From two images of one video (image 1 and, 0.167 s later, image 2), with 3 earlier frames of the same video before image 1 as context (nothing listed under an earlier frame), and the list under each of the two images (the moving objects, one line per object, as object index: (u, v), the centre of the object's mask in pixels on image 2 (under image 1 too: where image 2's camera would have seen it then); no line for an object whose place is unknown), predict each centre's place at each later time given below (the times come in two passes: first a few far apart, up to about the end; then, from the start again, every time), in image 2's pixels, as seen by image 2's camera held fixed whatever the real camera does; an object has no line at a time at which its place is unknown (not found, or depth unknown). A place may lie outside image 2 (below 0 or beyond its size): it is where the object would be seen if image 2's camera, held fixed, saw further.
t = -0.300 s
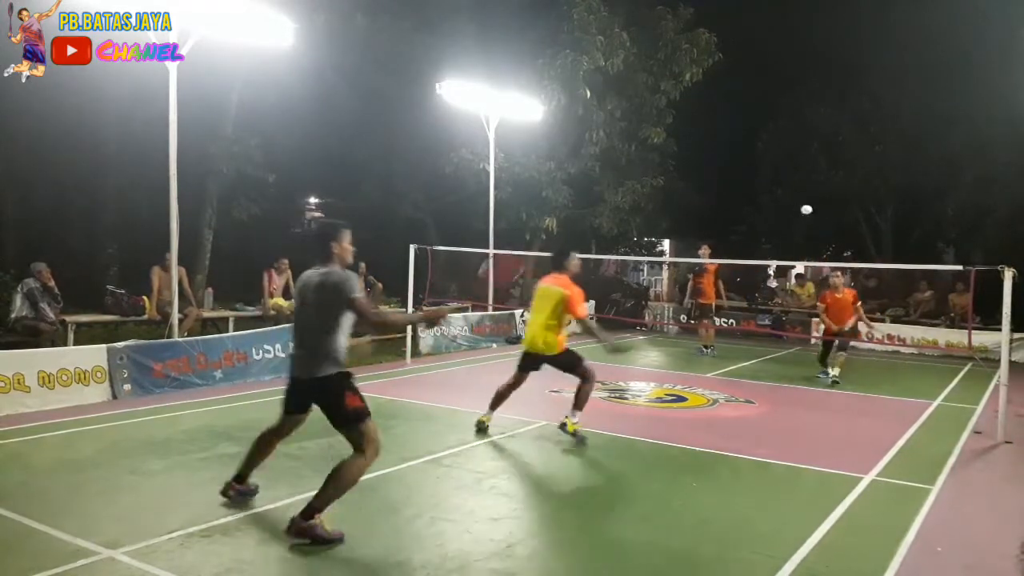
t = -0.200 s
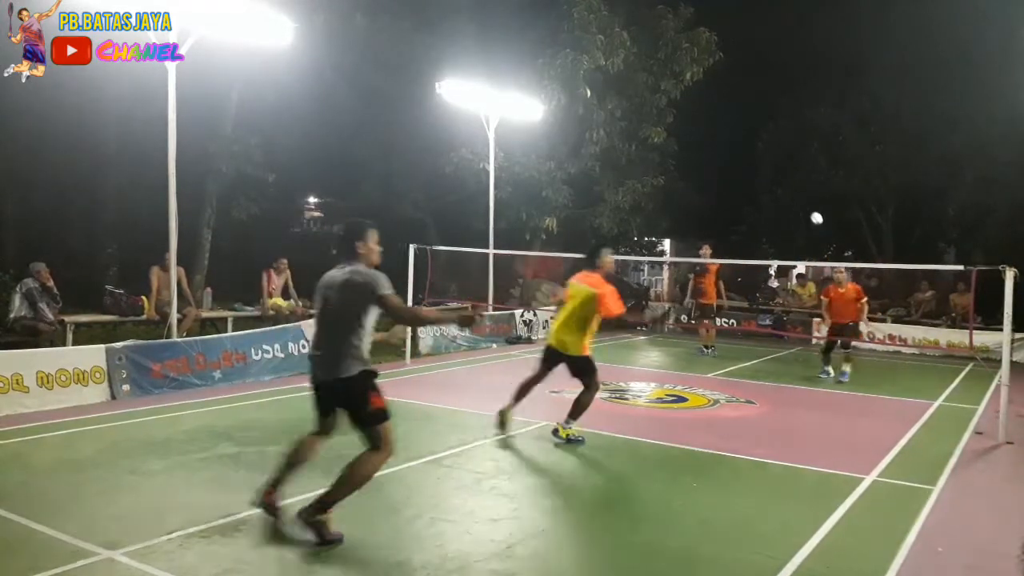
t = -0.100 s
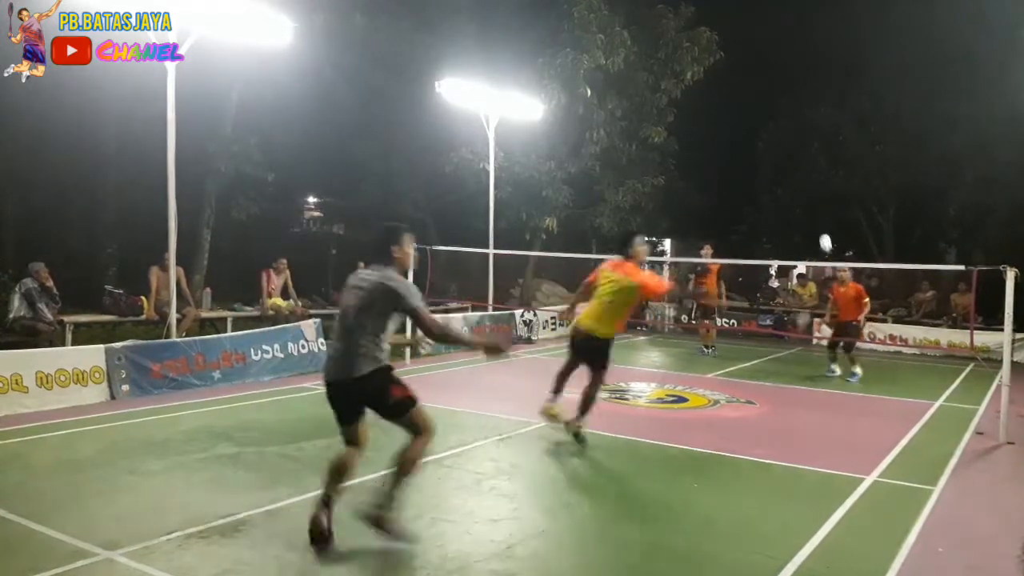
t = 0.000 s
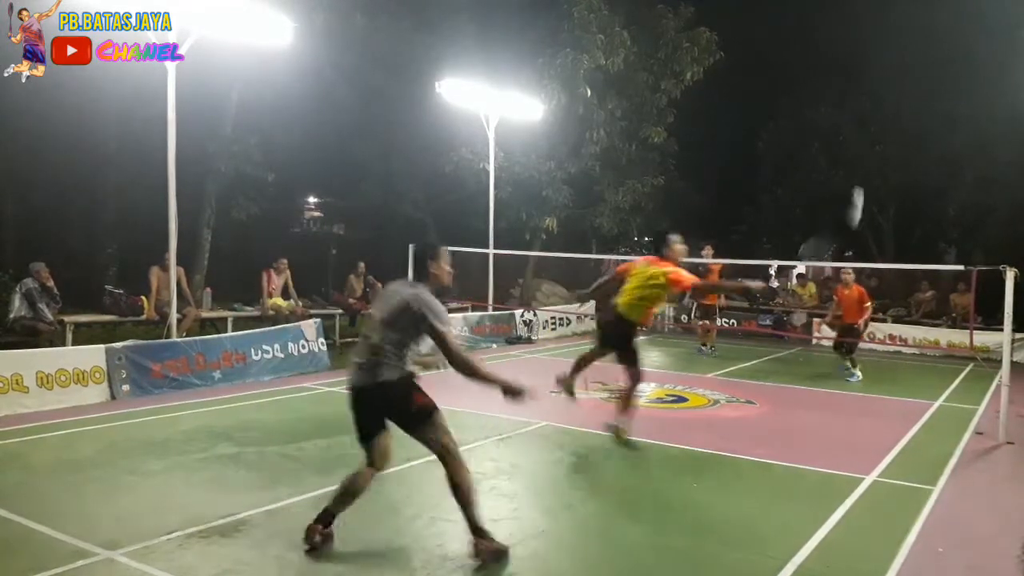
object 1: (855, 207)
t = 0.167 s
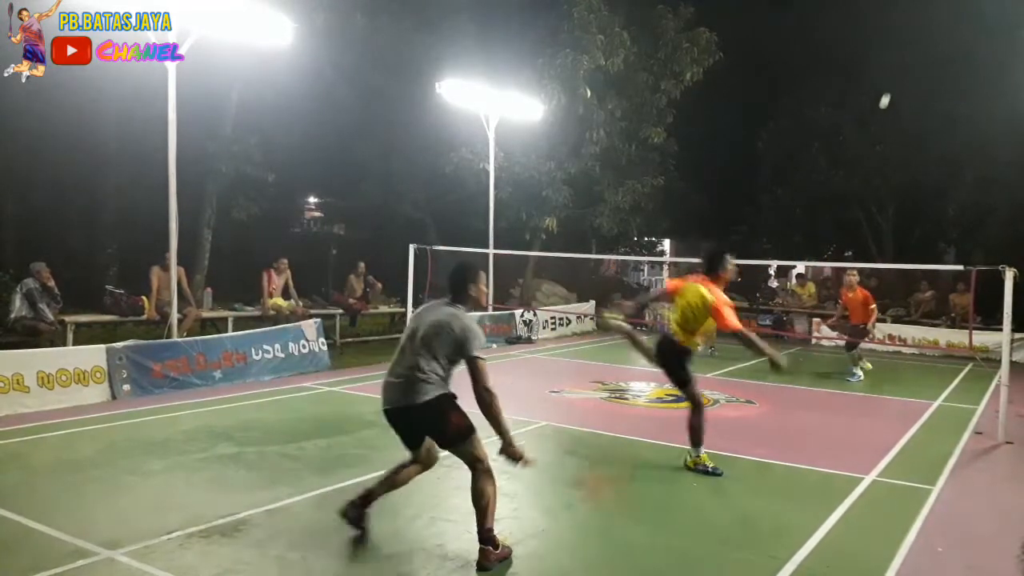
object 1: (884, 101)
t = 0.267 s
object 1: (894, 80)
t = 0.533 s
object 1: (910, 83)
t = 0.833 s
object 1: (918, 142)
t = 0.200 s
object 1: (888, 92)
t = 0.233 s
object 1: (892, 85)
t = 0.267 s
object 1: (894, 80)
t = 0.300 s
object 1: (897, 77)
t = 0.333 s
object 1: (899, 75)
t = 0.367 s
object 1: (901, 74)
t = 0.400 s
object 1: (903, 74)
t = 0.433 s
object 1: (905, 75)
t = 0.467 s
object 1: (907, 77)
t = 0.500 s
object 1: (909, 80)
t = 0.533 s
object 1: (910, 83)
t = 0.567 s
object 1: (911, 87)
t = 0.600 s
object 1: (912, 93)
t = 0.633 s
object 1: (913, 98)
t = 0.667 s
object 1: (914, 104)
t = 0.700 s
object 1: (915, 111)
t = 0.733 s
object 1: (916, 118)
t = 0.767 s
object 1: (917, 125)
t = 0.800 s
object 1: (918, 133)
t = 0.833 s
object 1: (918, 142)
